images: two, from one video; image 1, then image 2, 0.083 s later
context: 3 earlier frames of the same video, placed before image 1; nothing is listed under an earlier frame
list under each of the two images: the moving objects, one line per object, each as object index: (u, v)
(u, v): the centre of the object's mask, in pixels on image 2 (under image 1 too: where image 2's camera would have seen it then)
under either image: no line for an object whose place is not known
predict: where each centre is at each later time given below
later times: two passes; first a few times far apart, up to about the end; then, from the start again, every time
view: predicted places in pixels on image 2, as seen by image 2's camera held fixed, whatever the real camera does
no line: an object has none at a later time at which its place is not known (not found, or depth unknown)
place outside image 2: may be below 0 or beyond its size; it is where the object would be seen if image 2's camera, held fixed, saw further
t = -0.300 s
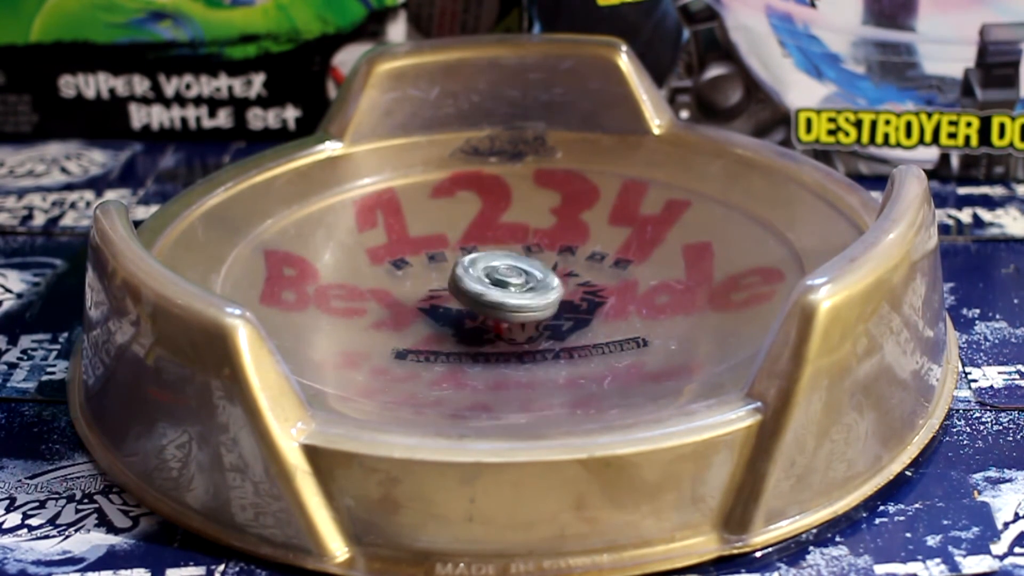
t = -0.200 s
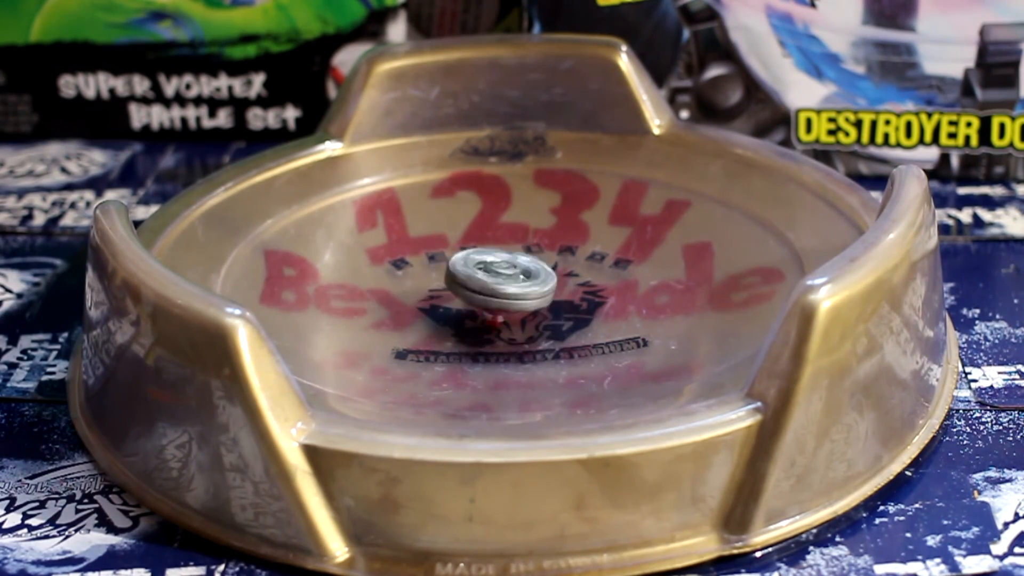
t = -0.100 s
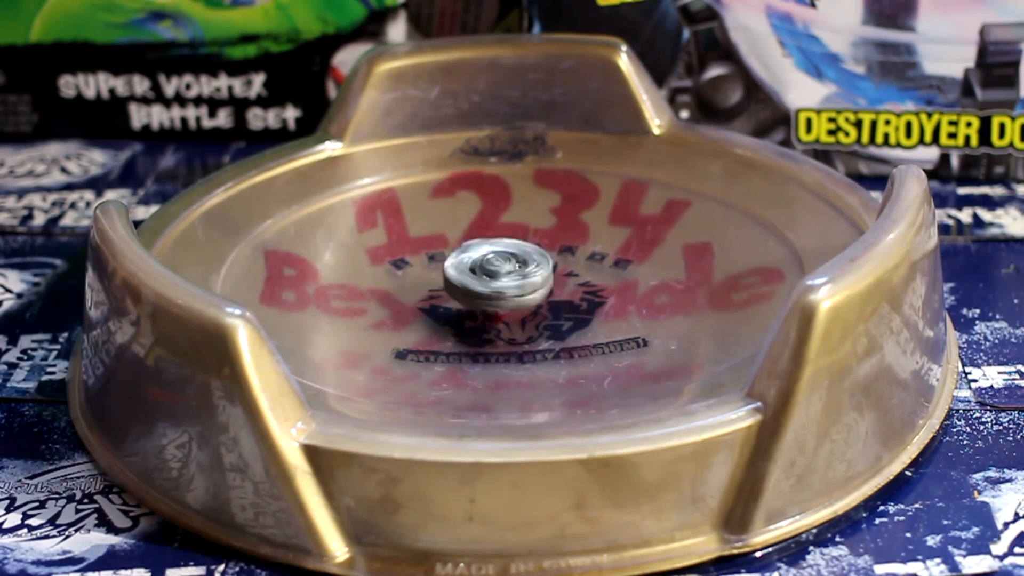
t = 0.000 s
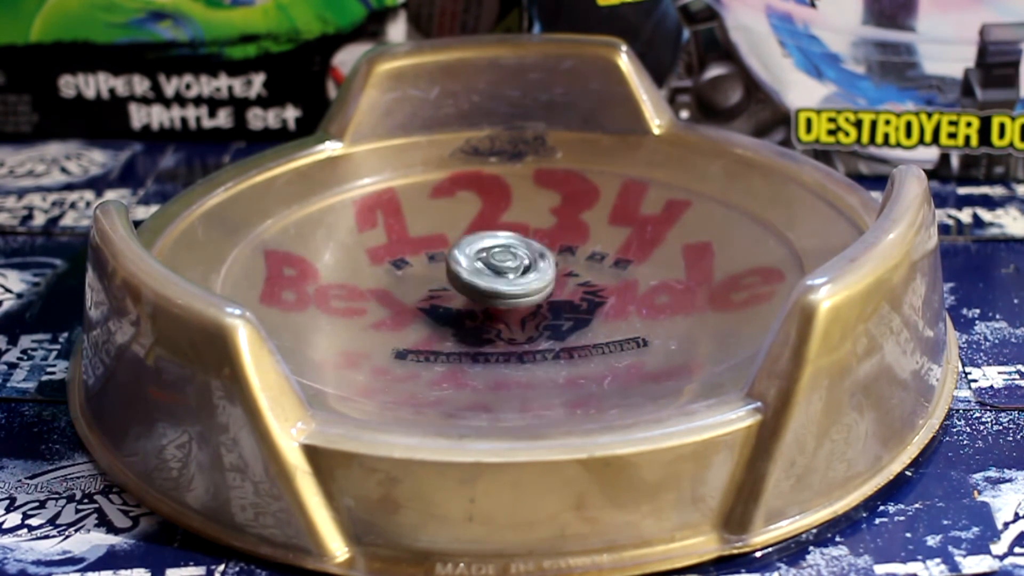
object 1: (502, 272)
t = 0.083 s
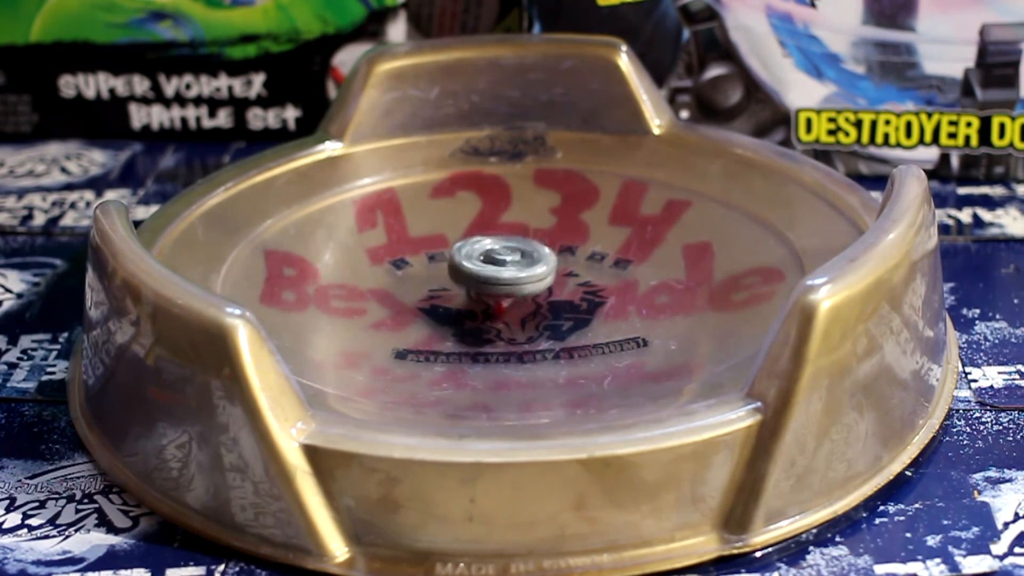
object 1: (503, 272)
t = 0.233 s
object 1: (503, 268)
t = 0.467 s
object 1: (493, 275)
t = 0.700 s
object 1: (472, 280)
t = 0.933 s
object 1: (475, 286)
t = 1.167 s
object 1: (498, 280)
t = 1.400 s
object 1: (506, 274)
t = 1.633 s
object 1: (502, 276)
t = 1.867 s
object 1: (508, 283)
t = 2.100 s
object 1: (511, 284)
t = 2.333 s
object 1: (498, 286)
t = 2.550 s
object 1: (495, 288)
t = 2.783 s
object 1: (489, 286)
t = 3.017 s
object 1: (487, 285)
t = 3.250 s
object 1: (486, 283)
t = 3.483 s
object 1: (488, 282)
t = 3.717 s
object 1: (488, 281)
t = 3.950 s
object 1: (489, 280)
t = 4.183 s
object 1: (492, 280)
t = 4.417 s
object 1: (491, 278)
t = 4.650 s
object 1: (491, 278)
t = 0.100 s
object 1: (504, 271)
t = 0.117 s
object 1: (505, 270)
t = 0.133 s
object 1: (505, 270)
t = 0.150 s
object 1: (504, 270)
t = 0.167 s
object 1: (503, 270)
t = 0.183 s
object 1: (502, 271)
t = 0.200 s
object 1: (501, 268)
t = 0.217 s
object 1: (502, 268)
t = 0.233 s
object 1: (503, 268)
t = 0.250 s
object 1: (504, 270)
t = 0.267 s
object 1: (505, 272)
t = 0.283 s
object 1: (505, 272)
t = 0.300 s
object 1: (504, 272)
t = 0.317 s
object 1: (501, 271)
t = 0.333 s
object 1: (500, 271)
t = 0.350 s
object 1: (499, 272)
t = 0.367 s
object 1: (499, 273)
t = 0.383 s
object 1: (499, 274)
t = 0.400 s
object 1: (498, 274)
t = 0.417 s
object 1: (498, 274)
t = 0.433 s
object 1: (498, 277)
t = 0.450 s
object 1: (495, 274)
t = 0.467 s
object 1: (493, 275)
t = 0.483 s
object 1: (490, 276)
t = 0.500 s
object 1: (489, 277)
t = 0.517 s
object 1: (487, 277)
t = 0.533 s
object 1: (486, 278)
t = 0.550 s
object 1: (485, 278)
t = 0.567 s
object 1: (484, 278)
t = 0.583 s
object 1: (483, 278)
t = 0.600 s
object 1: (481, 278)
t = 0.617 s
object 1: (479, 279)
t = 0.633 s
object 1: (477, 279)
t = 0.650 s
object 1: (475, 280)
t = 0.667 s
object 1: (474, 280)
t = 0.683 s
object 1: (473, 281)
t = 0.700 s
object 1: (472, 280)
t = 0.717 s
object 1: (471, 281)
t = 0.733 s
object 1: (470, 281)
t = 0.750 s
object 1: (469, 281)
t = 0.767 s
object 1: (468, 282)
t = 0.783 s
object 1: (467, 282)
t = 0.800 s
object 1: (467, 283)
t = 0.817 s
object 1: (467, 283)
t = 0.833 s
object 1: (467, 283)
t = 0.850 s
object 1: (467, 284)
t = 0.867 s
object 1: (468, 284)
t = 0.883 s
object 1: (469, 285)
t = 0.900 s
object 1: (471, 285)
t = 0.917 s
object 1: (472, 286)
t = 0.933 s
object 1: (475, 286)
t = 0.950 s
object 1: (476, 286)
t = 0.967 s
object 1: (478, 286)
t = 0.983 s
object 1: (480, 285)
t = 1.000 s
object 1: (481, 285)
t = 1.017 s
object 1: (485, 285)
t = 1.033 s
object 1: (487, 284)
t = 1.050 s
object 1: (488, 283)
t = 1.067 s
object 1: (490, 283)
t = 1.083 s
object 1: (491, 283)
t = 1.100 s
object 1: (492, 283)
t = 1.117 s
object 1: (493, 282)
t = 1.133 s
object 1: (495, 282)
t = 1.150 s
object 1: (497, 281)
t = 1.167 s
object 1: (498, 280)
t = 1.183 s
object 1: (499, 279)
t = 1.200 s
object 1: (500, 279)
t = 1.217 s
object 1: (500, 278)
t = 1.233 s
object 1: (501, 278)
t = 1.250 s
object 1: (502, 278)
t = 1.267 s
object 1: (503, 277)
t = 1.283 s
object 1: (504, 276)
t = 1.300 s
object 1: (504, 276)
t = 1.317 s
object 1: (505, 275)
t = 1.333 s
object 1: (505, 275)
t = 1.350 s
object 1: (506, 275)
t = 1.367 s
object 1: (506, 275)
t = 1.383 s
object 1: (506, 274)
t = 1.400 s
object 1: (506, 274)
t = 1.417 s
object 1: (506, 274)
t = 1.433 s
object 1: (506, 274)
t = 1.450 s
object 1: (505, 274)
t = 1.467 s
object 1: (505, 274)
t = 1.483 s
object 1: (505, 274)
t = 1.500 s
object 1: (505, 274)
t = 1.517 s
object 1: (505, 274)
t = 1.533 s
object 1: (504, 274)
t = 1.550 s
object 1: (503, 274)
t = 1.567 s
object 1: (503, 275)
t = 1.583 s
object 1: (503, 275)
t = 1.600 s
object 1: (502, 276)
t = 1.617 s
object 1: (502, 276)
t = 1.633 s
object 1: (502, 276)
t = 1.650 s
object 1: (502, 277)
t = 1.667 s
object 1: (502, 277)
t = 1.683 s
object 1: (503, 278)
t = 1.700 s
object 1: (503, 278)
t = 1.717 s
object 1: (503, 279)
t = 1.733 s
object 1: (503, 279)
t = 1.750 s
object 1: (503, 280)
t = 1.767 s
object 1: (504, 280)
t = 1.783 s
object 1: (504, 281)
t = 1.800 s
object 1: (505, 281)
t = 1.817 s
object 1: (505, 281)
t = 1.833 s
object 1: (506, 282)
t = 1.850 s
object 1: (507, 283)
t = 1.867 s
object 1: (508, 283)
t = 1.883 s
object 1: (509, 284)
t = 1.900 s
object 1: (509, 284)
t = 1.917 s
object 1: (511, 284)
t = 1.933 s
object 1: (512, 285)
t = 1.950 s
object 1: (512, 284)
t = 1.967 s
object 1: (512, 284)
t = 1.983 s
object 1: (513, 285)
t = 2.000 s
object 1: (513, 284)
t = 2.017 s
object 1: (513, 284)
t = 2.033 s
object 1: (513, 285)
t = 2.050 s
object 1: (513, 284)
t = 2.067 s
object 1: (513, 284)
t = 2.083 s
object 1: (512, 284)
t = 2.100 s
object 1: (511, 284)
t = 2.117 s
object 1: (510, 284)
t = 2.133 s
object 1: (509, 284)
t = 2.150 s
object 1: (509, 284)
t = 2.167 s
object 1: (508, 284)
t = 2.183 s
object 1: (507, 284)
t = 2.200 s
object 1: (506, 284)
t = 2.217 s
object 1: (505, 284)
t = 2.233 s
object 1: (504, 284)
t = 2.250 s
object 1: (503, 285)
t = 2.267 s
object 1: (502, 285)
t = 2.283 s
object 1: (500, 285)
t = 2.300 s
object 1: (500, 285)
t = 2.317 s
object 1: (499, 286)
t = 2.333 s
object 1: (498, 286)
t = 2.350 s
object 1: (498, 286)
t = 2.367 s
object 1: (497, 286)
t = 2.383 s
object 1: (497, 287)
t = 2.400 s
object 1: (497, 287)
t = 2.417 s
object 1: (497, 287)
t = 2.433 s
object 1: (496, 288)
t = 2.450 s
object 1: (496, 288)
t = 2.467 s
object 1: (496, 288)
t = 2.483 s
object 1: (495, 288)
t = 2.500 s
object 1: (496, 288)
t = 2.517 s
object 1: (495, 288)
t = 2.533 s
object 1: (495, 288)
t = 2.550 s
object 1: (495, 288)
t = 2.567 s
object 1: (495, 287)
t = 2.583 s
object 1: (495, 287)
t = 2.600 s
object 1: (495, 287)
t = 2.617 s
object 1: (494, 287)
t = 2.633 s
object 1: (495, 287)
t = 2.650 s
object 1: (494, 287)
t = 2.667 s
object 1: (493, 287)
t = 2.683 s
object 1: (493, 286)
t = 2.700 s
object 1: (491, 286)
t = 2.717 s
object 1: (491, 286)
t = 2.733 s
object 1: (490, 286)
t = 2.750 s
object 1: (490, 286)
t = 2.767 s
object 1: (489, 286)
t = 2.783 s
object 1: (489, 286)
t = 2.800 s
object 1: (489, 286)
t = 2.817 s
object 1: (488, 285)
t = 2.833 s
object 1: (487, 286)
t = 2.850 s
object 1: (488, 286)
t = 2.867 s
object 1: (488, 286)
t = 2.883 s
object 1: (488, 286)
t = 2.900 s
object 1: (488, 286)
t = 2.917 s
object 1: (487, 285)
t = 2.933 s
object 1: (487, 285)
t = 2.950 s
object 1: (487, 285)
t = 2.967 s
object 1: (487, 285)
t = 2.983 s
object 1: (487, 285)
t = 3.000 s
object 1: (487, 285)
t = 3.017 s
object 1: (487, 285)
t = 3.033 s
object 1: (487, 285)
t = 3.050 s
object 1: (487, 284)
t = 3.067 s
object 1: (487, 284)
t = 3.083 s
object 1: (487, 284)
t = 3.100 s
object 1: (487, 284)
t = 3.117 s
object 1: (487, 284)
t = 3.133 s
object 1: (487, 284)
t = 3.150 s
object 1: (487, 284)
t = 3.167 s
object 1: (487, 284)
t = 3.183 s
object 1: (487, 284)
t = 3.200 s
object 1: (486, 283)
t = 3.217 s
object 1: (486, 284)
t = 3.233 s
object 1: (486, 283)
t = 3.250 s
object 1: (486, 283)
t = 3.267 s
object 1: (486, 283)
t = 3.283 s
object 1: (486, 283)
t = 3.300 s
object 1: (486, 283)
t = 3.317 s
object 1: (486, 283)
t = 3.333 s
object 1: (486, 283)
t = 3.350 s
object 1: (486, 283)
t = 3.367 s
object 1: (486, 283)
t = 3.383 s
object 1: (487, 282)
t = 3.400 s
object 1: (487, 282)
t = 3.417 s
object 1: (487, 282)
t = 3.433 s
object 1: (487, 282)
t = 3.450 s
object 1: (488, 282)
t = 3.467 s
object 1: (487, 282)
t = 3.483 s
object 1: (488, 282)
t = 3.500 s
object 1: (488, 282)
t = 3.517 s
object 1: (488, 282)
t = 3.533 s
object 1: (488, 282)
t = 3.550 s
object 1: (488, 282)
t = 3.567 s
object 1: (488, 281)
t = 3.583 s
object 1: (488, 282)
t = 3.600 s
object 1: (489, 282)
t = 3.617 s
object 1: (488, 281)
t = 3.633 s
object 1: (488, 281)
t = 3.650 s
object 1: (488, 281)
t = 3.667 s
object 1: (488, 281)
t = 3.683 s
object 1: (489, 281)
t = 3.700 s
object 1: (488, 281)
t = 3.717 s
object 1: (488, 281)
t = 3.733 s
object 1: (488, 282)
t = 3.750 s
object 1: (489, 281)
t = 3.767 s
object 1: (489, 281)
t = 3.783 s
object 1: (489, 281)
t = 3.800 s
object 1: (489, 281)
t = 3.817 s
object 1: (489, 281)
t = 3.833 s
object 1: (489, 281)
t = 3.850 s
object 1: (489, 281)
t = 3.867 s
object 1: (489, 281)
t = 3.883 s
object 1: (489, 281)
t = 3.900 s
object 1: (489, 281)
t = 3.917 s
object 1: (489, 280)
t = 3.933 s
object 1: (489, 280)
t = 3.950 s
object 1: (489, 280)
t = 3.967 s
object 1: (490, 280)
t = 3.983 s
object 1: (490, 280)
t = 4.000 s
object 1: (490, 280)
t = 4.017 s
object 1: (491, 280)
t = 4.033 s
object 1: (491, 280)
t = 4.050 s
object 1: (491, 280)
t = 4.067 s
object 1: (491, 280)
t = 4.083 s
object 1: (491, 280)
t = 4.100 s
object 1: (491, 280)
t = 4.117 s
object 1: (491, 280)
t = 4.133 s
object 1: (491, 280)
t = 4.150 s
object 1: (492, 280)
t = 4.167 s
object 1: (492, 280)
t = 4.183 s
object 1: (492, 280)
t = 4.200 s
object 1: (492, 280)
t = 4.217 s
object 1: (492, 280)
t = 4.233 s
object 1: (492, 280)
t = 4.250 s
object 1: (492, 280)
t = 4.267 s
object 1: (492, 280)
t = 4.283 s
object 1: (492, 280)
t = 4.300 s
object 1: (492, 280)
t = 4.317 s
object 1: (491, 279)
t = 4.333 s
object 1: (491, 279)
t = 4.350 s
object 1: (491, 279)
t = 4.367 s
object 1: (491, 279)
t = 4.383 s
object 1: (491, 279)
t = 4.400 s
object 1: (491, 279)
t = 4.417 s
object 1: (491, 278)
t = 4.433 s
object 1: (491, 278)
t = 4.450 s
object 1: (491, 278)
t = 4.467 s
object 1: (491, 278)
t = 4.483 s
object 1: (491, 278)
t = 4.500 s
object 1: (491, 278)
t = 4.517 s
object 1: (491, 278)
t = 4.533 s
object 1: (491, 278)
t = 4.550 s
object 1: (491, 278)
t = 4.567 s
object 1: (491, 278)
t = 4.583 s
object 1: (491, 278)
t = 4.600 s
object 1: (491, 278)
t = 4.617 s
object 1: (491, 278)
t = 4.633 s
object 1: (491, 278)
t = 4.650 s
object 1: (491, 278)
